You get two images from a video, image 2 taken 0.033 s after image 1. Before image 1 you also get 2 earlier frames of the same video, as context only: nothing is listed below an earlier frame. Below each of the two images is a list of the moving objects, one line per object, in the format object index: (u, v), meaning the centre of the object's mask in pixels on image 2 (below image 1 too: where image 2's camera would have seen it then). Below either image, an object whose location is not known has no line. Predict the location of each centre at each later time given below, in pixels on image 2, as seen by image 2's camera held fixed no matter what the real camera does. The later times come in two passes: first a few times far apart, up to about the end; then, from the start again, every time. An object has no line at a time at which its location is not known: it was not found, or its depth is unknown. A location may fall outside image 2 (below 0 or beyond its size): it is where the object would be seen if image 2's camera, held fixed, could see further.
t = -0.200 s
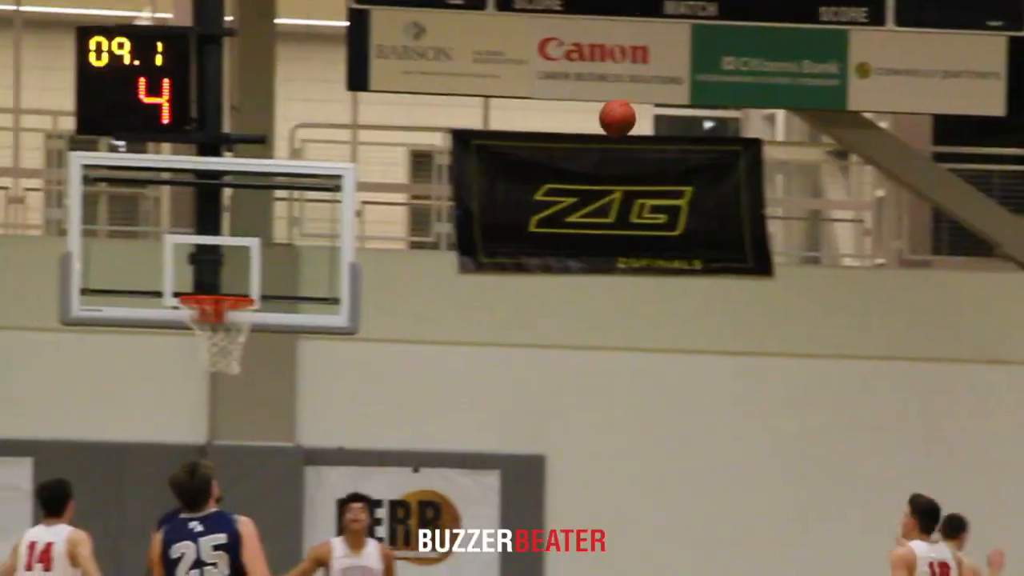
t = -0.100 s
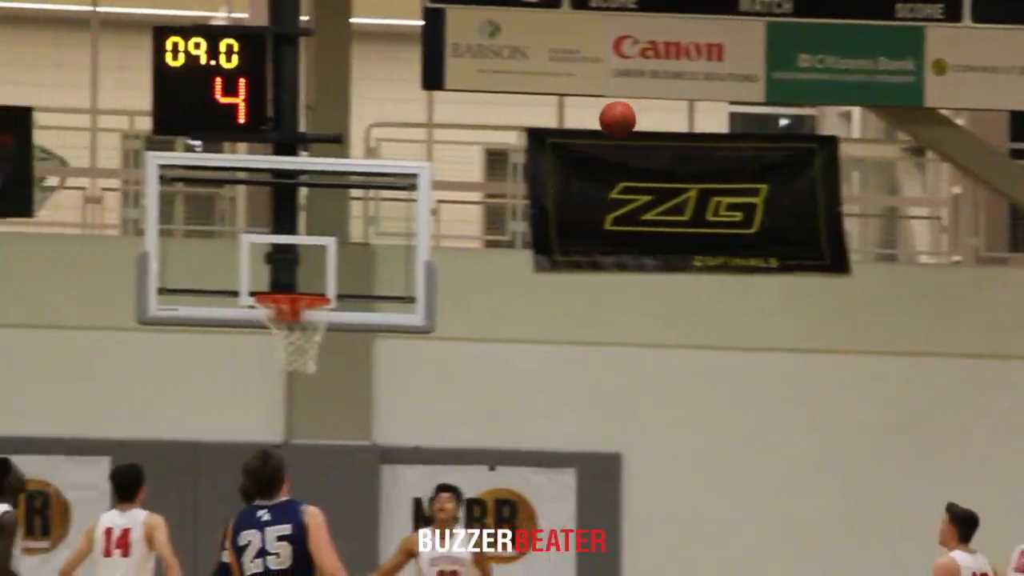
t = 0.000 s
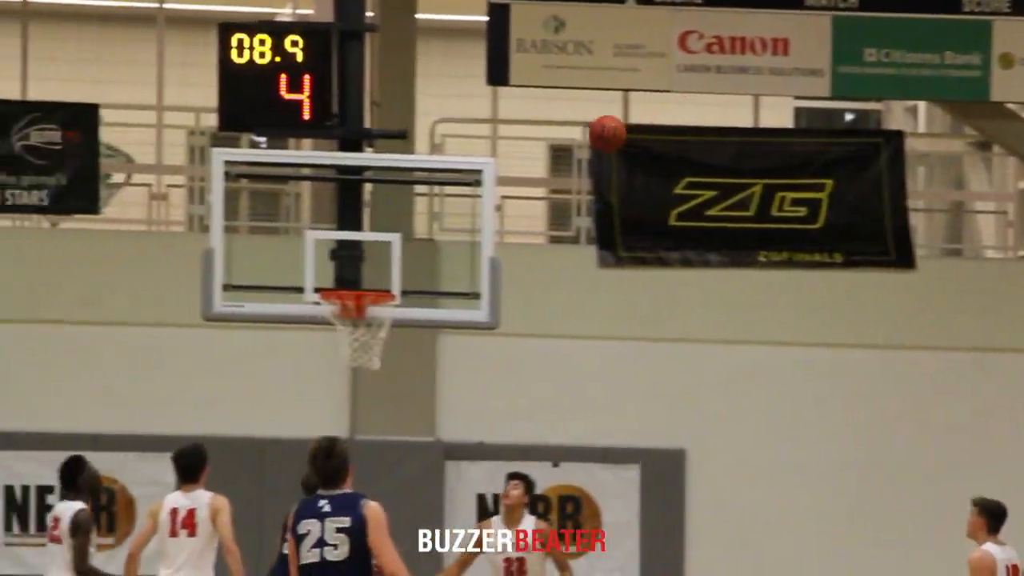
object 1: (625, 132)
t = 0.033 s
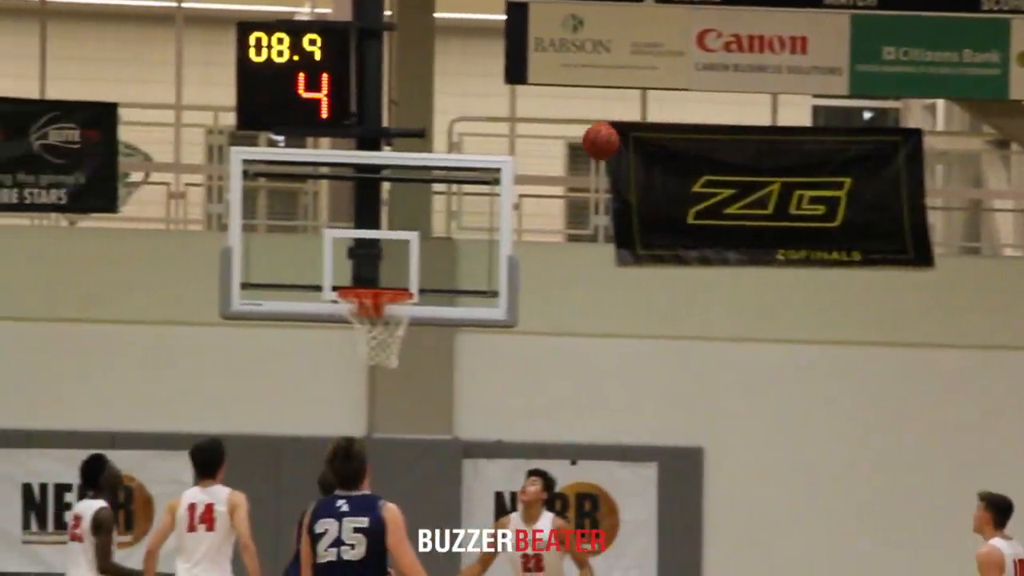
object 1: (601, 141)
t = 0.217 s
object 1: (464, 224)
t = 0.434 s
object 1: (336, 238)
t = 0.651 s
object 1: (223, 226)
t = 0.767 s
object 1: (160, 250)
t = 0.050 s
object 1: (588, 147)
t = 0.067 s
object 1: (575, 152)
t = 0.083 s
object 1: (563, 159)
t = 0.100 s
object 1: (551, 166)
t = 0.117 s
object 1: (538, 173)
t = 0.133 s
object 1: (526, 180)
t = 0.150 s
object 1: (514, 188)
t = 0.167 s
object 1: (501, 197)
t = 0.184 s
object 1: (489, 206)
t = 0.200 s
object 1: (476, 215)
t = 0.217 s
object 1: (464, 224)
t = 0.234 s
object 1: (452, 234)
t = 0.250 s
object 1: (440, 245)
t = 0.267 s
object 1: (428, 256)
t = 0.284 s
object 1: (415, 267)
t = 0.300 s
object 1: (404, 275)
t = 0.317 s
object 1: (396, 272)
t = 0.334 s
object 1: (387, 267)
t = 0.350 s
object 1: (379, 261)
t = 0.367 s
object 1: (370, 255)
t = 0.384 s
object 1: (362, 251)
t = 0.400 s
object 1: (354, 246)
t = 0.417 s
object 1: (345, 242)
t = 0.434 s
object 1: (336, 238)
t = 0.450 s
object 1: (328, 234)
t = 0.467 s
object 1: (319, 231)
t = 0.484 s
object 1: (310, 229)
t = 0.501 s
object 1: (302, 227)
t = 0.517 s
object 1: (293, 225)
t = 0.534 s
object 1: (285, 223)
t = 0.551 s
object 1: (276, 222)
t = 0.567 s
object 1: (267, 222)
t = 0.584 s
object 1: (259, 222)
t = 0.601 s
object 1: (250, 223)
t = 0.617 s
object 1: (241, 224)
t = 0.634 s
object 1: (232, 225)
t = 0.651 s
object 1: (223, 226)
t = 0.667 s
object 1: (214, 228)
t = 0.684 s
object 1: (205, 231)
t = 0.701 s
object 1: (196, 234)
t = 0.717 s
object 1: (187, 237)
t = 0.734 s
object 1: (178, 241)
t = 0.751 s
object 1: (170, 245)
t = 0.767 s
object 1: (160, 250)
